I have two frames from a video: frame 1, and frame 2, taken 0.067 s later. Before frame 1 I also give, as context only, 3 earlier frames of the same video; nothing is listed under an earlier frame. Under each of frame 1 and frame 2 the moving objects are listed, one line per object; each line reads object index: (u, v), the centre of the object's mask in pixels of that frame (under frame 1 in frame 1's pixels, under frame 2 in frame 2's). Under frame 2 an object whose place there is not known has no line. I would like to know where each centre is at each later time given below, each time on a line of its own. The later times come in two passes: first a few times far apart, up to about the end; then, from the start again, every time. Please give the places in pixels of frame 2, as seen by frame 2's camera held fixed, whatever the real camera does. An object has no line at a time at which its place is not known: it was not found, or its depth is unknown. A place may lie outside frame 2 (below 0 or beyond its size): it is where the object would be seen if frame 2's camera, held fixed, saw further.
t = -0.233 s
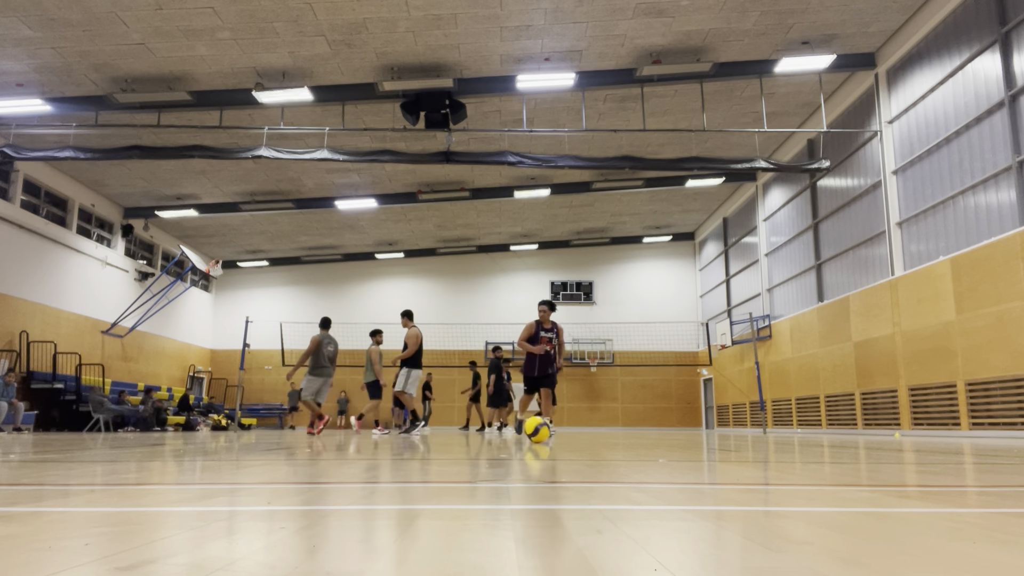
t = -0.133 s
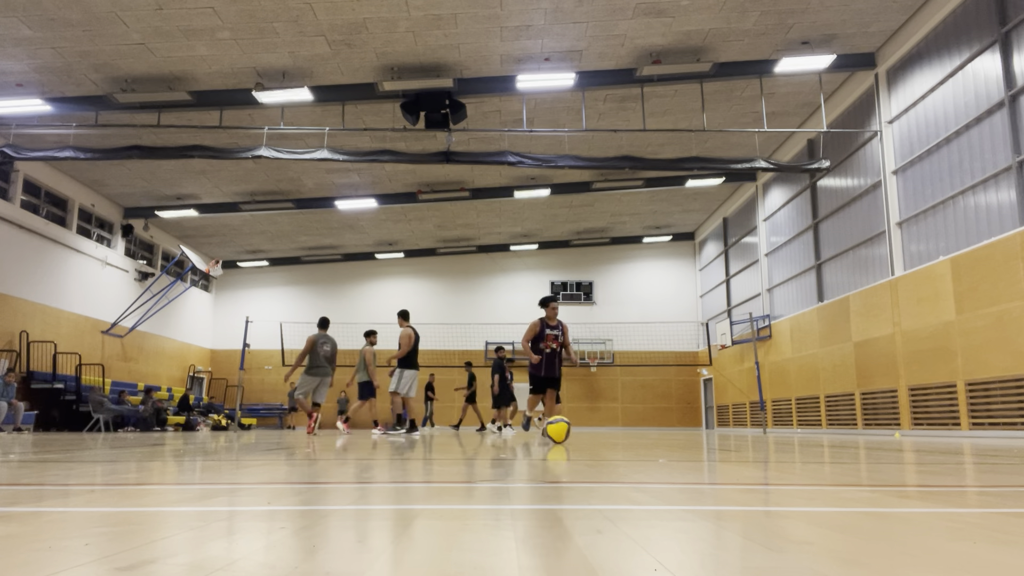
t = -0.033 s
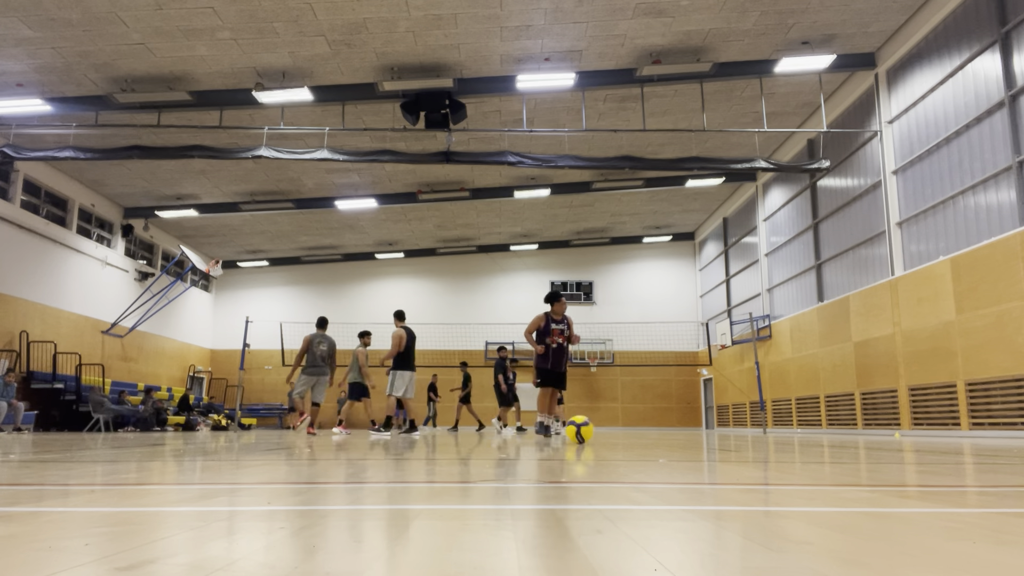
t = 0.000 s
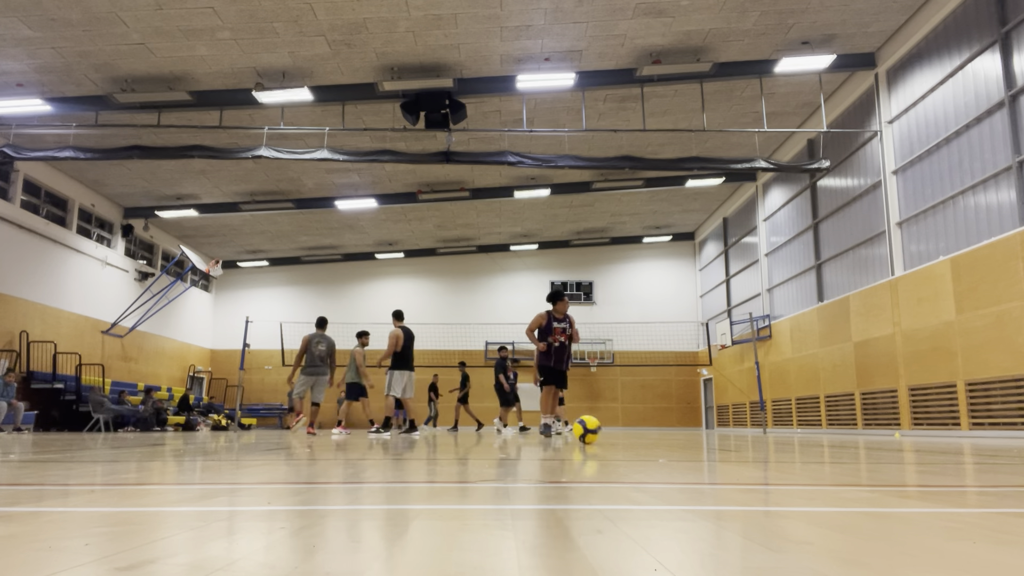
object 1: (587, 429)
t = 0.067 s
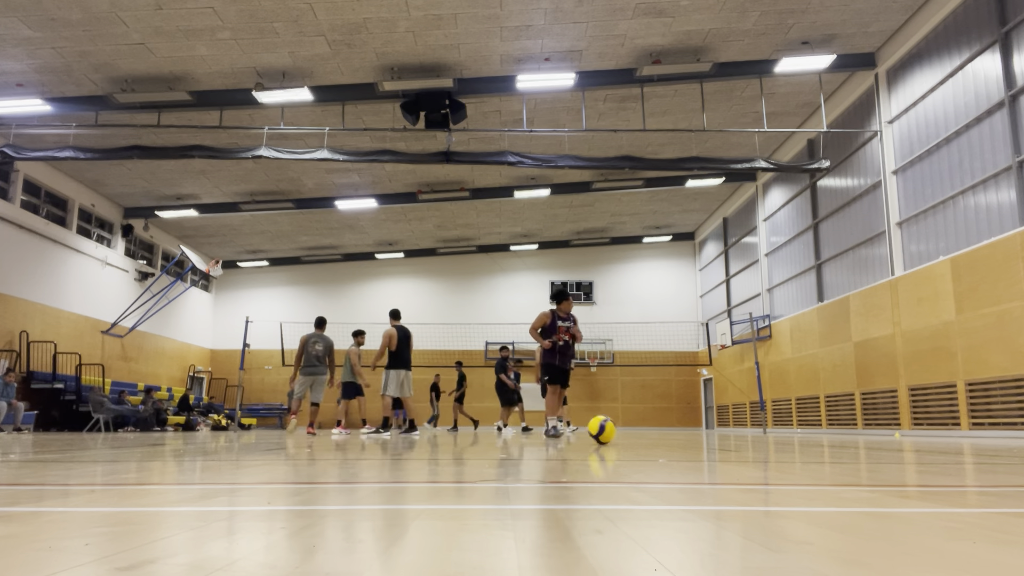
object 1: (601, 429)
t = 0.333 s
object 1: (666, 430)
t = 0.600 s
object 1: (736, 431)
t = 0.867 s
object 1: (816, 432)
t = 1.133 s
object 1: (906, 433)
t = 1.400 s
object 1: (1004, 433)
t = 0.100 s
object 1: (609, 429)
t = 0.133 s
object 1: (617, 430)
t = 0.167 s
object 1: (625, 430)
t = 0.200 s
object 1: (633, 430)
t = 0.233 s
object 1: (641, 430)
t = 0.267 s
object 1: (649, 430)
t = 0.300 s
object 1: (657, 430)
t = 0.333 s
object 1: (666, 430)
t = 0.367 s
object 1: (674, 430)
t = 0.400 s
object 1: (682, 430)
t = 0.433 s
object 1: (691, 431)
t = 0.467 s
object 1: (699, 431)
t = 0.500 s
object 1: (709, 430)
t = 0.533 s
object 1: (719, 431)
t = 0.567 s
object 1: (727, 431)
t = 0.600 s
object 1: (736, 431)
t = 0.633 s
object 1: (746, 431)
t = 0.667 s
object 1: (755, 431)
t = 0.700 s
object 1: (765, 431)
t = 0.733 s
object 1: (775, 431)
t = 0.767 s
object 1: (785, 431)
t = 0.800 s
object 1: (795, 432)
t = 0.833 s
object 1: (805, 432)
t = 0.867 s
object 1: (816, 432)
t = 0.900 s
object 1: (827, 432)
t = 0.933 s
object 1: (837, 432)
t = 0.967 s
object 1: (848, 433)
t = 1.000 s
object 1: (859, 433)
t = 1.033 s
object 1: (871, 433)
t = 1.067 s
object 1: (882, 433)
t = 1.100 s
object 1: (894, 433)
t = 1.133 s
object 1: (906, 433)
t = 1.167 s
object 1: (917, 434)
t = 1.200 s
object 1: (929, 433)
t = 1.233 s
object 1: (942, 433)
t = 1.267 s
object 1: (954, 434)
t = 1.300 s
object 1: (967, 434)
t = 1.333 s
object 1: (980, 434)
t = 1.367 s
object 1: (993, 434)
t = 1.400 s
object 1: (1004, 433)
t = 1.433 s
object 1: (1011, 433)
